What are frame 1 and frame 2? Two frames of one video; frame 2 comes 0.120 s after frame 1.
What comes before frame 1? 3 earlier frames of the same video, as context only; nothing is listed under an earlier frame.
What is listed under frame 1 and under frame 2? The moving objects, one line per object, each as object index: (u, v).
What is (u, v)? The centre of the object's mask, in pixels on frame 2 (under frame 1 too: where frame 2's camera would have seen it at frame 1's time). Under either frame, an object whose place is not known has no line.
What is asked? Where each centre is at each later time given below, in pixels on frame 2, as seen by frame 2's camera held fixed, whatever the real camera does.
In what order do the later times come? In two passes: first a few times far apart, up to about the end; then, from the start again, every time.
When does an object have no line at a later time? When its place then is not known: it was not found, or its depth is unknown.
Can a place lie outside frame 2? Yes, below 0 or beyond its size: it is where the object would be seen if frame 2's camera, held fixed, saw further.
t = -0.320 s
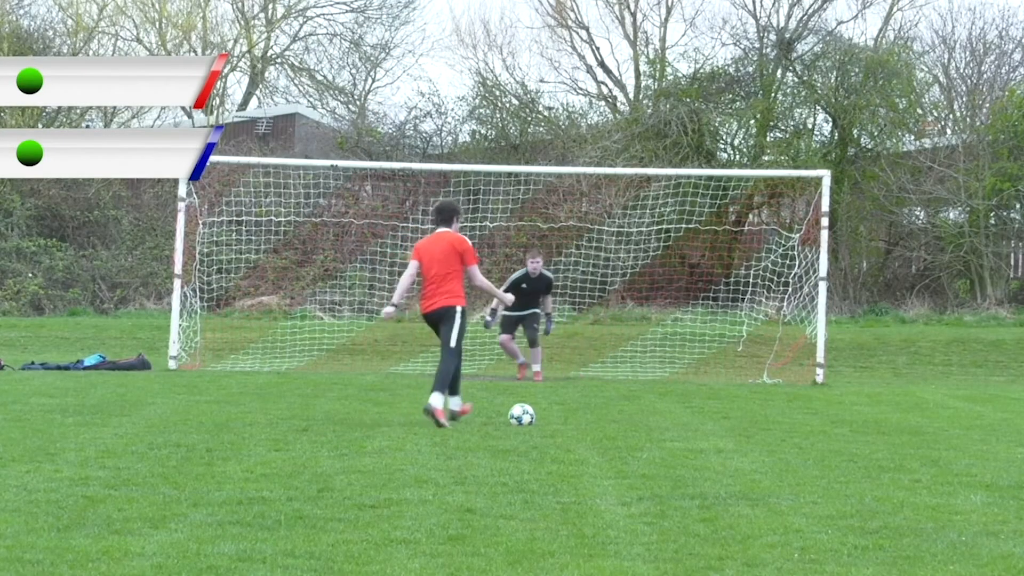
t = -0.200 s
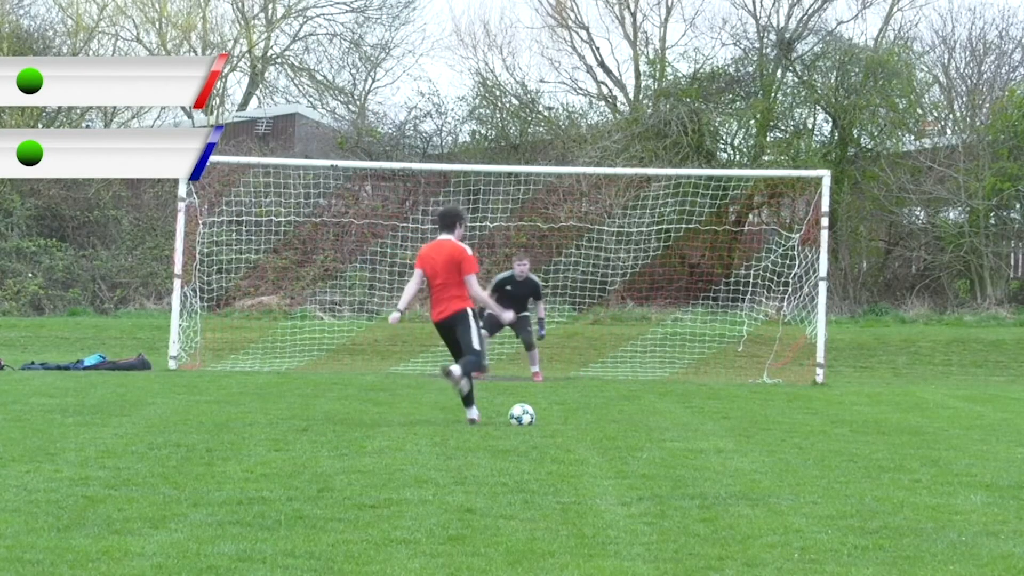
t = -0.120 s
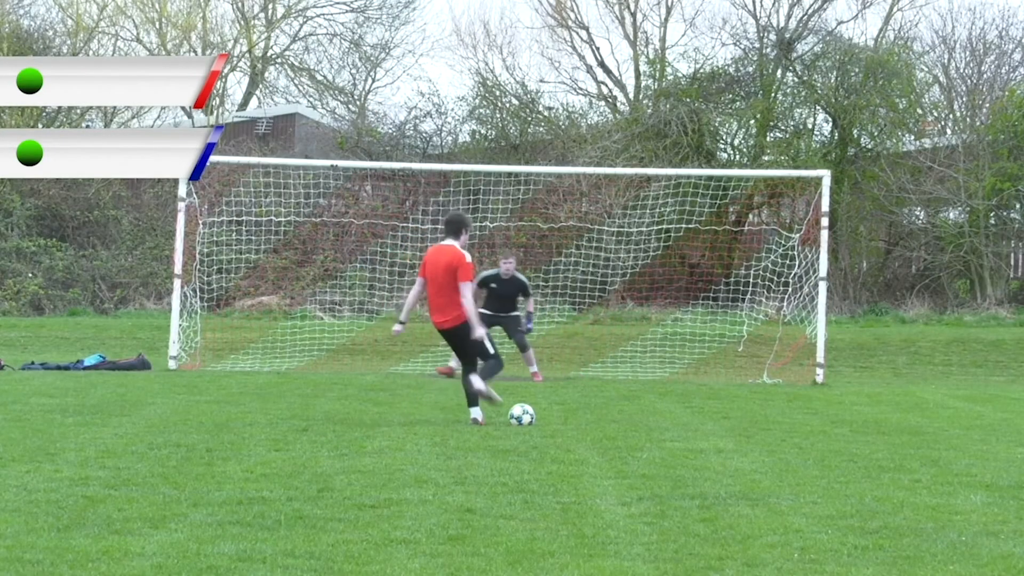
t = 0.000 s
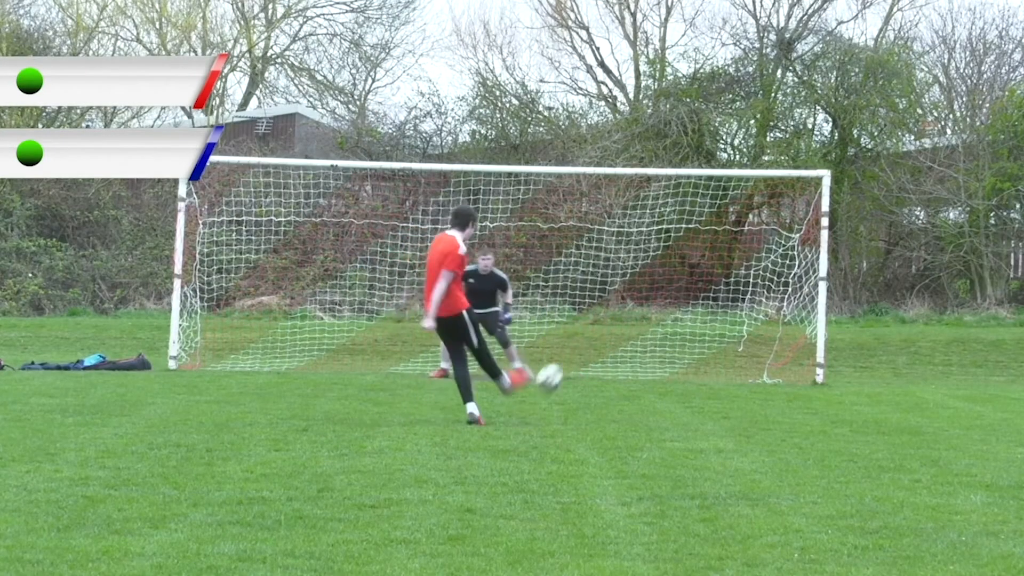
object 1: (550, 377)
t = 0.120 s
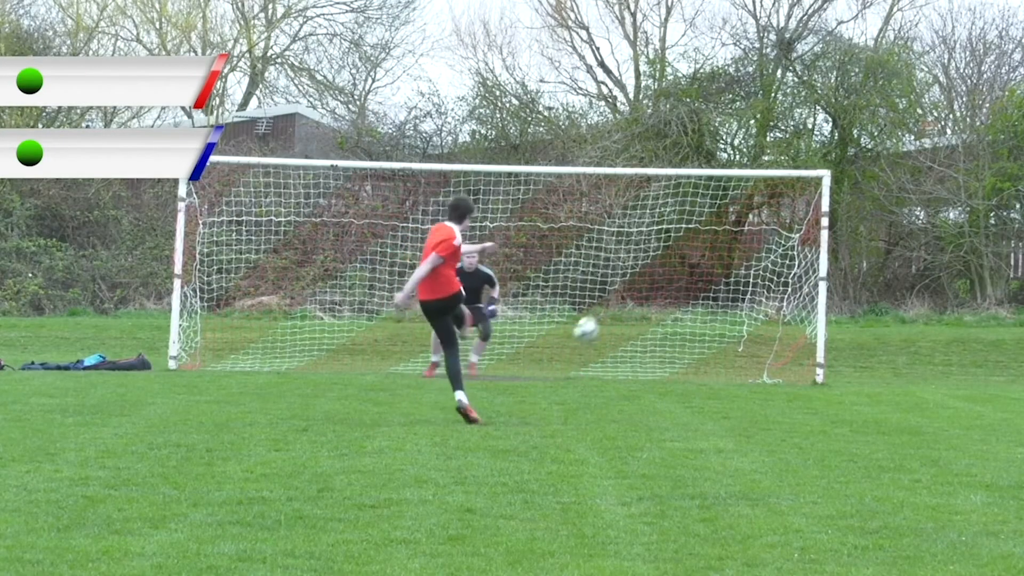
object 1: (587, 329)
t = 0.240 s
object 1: (612, 298)
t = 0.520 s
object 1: (643, 273)
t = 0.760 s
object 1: (646, 295)
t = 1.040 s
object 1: (649, 357)
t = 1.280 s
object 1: (647, 355)
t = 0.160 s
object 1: (596, 317)
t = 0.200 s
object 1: (604, 307)
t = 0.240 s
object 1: (612, 298)
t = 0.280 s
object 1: (618, 290)
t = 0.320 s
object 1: (625, 285)
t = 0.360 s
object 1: (629, 281)
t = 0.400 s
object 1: (634, 276)
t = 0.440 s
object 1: (638, 274)
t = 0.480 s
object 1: (640, 273)
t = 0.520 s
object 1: (643, 273)
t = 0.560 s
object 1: (645, 274)
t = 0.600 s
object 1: (646, 276)
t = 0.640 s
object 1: (647, 279)
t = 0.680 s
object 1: (647, 283)
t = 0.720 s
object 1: (647, 289)
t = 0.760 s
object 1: (646, 295)
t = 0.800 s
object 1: (645, 302)
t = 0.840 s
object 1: (648, 314)
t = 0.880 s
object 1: (649, 332)
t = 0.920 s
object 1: (649, 352)
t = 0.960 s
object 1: (649, 372)
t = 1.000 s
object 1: (649, 367)
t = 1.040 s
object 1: (649, 357)
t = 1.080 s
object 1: (648, 351)
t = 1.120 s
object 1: (648, 348)
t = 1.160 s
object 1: (648, 348)
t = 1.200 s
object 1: (648, 349)
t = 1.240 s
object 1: (647, 352)
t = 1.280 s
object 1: (647, 355)
